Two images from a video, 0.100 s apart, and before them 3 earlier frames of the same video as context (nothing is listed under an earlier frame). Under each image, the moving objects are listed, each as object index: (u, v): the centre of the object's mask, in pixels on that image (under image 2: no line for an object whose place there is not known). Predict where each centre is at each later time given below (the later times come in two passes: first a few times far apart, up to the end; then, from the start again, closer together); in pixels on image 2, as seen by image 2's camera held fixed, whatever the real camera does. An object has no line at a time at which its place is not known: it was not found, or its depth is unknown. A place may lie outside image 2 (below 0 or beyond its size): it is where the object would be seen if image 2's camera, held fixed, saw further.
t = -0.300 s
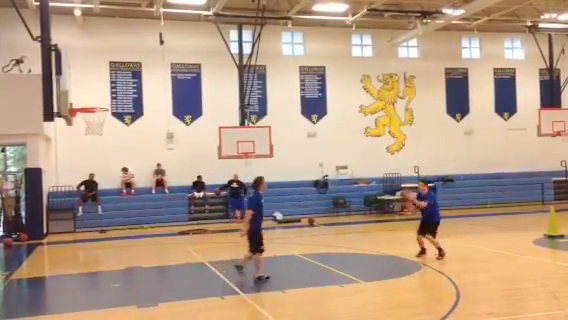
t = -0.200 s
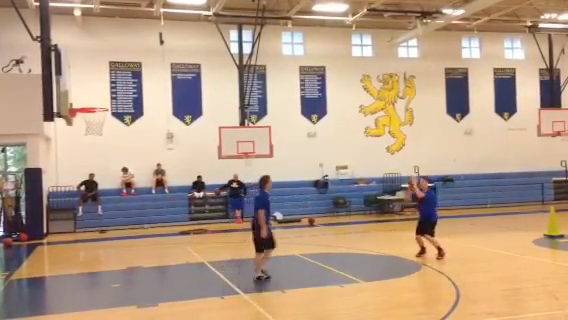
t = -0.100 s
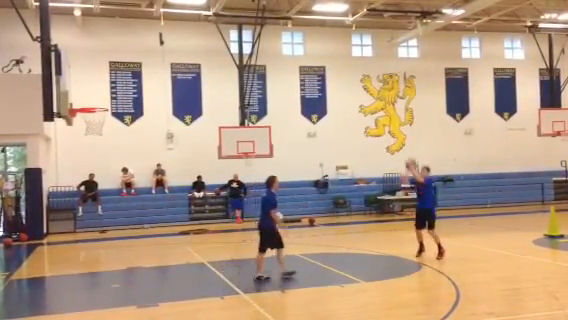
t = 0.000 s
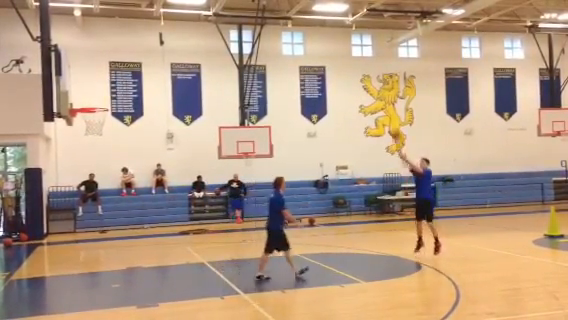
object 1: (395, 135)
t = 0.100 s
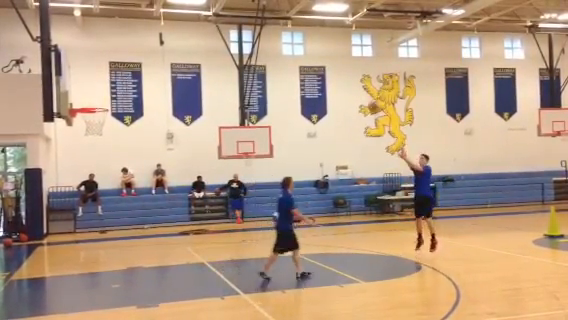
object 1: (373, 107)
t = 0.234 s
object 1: (342, 74)
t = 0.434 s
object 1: (294, 41)
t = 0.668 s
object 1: (236, 27)
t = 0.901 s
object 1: (174, 37)
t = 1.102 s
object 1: (117, 72)
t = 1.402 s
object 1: (80, 64)
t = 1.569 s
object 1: (97, 53)
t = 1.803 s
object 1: (120, 61)
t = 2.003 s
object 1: (141, 92)
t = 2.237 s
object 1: (164, 155)
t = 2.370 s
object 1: (177, 201)
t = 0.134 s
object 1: (365, 98)
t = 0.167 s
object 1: (357, 90)
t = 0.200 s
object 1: (350, 82)
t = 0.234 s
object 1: (342, 74)
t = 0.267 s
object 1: (334, 68)
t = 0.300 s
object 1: (326, 61)
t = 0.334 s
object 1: (319, 56)
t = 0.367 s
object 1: (311, 50)
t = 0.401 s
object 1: (302, 45)
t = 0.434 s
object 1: (294, 41)
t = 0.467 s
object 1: (286, 37)
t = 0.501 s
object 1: (277, 34)
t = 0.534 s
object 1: (270, 31)
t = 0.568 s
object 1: (262, 29)
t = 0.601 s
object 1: (253, 28)
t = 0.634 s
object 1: (244, 27)
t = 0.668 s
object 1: (236, 27)
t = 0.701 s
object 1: (227, 26)
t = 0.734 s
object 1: (218, 25)
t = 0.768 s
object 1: (210, 27)
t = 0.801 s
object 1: (201, 29)
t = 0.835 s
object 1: (193, 30)
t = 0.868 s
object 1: (183, 34)
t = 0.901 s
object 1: (174, 37)
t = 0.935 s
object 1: (165, 42)
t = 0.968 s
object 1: (155, 47)
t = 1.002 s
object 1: (147, 52)
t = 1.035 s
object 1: (138, 57)
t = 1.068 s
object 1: (129, 61)
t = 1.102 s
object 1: (117, 72)
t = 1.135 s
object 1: (106, 81)
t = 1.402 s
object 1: (80, 64)
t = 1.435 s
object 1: (84, 61)
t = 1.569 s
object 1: (97, 53)
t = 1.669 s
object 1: (107, 53)
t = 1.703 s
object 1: (110, 54)
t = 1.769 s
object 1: (117, 58)
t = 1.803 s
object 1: (120, 61)
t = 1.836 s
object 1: (123, 65)
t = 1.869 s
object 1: (126, 69)
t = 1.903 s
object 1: (131, 74)
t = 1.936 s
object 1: (135, 78)
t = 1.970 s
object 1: (138, 87)
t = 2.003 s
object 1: (141, 92)
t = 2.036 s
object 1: (144, 101)
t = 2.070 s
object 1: (147, 107)
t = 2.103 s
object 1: (151, 116)
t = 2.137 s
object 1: (154, 125)
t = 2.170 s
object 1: (157, 134)
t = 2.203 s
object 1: (161, 144)
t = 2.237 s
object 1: (164, 155)
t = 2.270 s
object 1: (168, 165)
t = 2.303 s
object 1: (172, 177)
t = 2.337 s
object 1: (175, 191)
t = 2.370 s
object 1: (177, 201)
